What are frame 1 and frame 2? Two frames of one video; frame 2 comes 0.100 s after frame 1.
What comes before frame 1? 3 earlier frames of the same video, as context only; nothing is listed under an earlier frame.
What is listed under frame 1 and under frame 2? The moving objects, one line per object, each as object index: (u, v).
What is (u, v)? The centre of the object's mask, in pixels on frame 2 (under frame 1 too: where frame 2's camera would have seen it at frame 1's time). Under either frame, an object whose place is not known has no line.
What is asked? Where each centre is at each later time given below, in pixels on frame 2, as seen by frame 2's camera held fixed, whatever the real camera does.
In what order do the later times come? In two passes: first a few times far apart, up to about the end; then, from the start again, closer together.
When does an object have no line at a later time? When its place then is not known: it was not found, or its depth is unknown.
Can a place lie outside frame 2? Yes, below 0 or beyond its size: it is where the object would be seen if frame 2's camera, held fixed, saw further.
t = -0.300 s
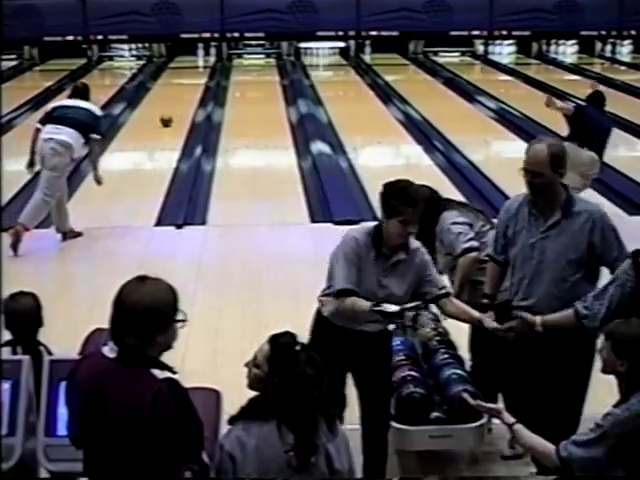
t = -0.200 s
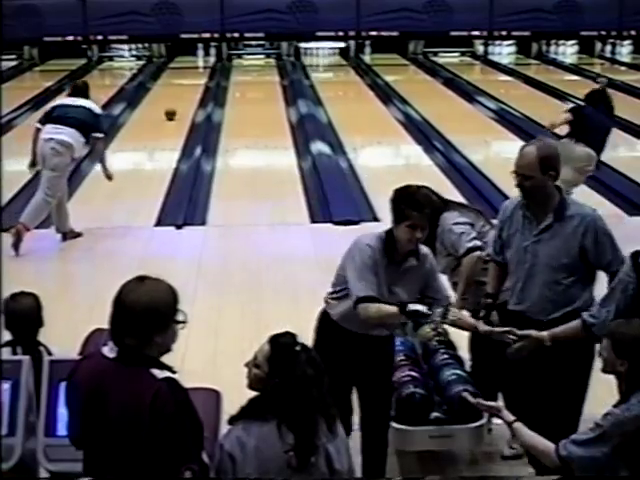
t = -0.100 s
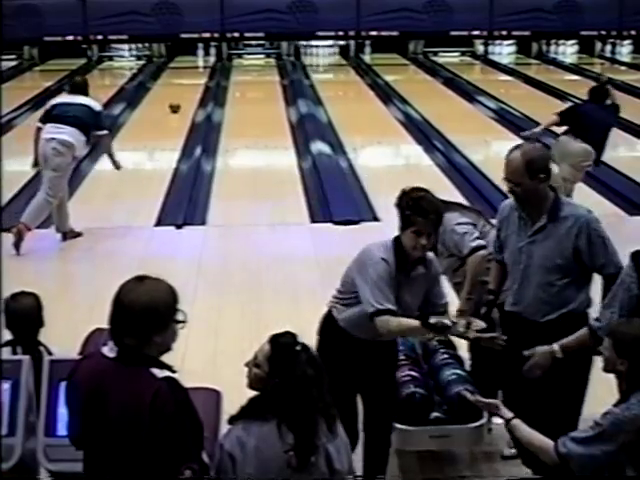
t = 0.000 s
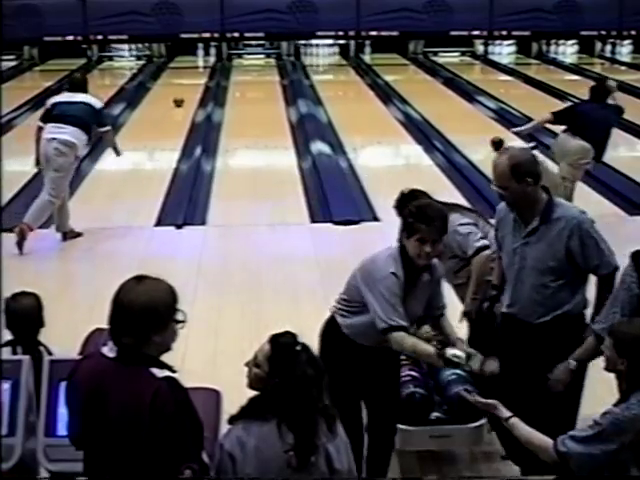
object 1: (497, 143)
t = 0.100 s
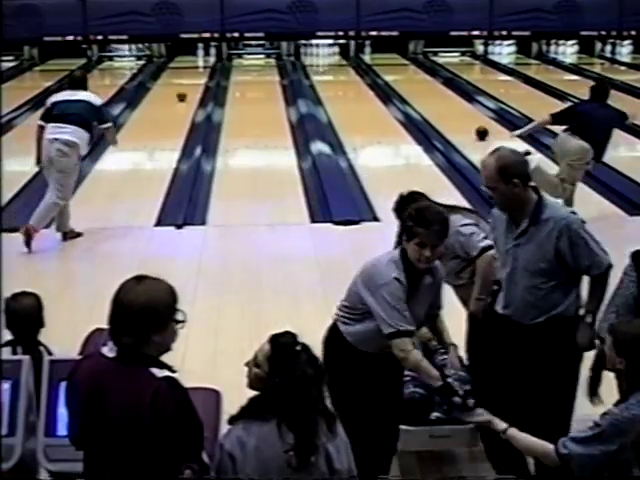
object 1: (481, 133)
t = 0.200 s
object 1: (467, 124)
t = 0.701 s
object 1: (415, 88)
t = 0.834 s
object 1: (405, 81)
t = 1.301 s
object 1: (375, 62)
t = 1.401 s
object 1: (372, 60)
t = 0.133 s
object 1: (476, 130)
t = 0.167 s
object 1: (471, 127)
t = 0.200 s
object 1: (467, 124)
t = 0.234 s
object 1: (463, 120)
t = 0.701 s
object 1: (415, 88)
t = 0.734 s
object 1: (413, 86)
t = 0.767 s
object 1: (410, 84)
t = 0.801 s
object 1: (407, 83)
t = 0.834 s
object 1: (405, 81)
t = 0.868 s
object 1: (402, 80)
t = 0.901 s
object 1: (401, 78)
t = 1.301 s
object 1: (375, 62)
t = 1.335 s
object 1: (374, 61)
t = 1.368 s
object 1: (373, 61)
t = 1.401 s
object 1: (372, 60)
